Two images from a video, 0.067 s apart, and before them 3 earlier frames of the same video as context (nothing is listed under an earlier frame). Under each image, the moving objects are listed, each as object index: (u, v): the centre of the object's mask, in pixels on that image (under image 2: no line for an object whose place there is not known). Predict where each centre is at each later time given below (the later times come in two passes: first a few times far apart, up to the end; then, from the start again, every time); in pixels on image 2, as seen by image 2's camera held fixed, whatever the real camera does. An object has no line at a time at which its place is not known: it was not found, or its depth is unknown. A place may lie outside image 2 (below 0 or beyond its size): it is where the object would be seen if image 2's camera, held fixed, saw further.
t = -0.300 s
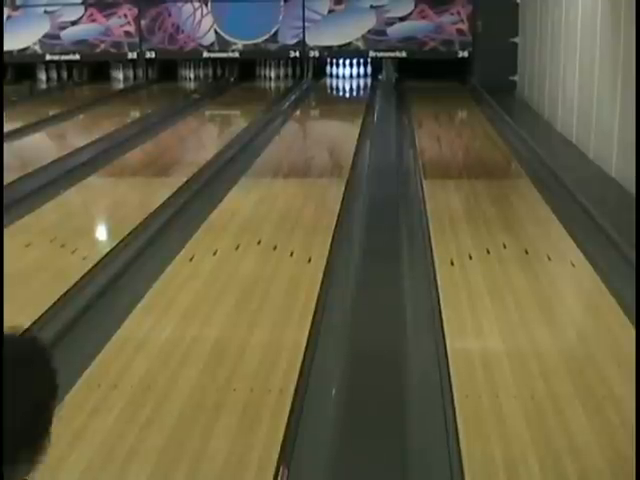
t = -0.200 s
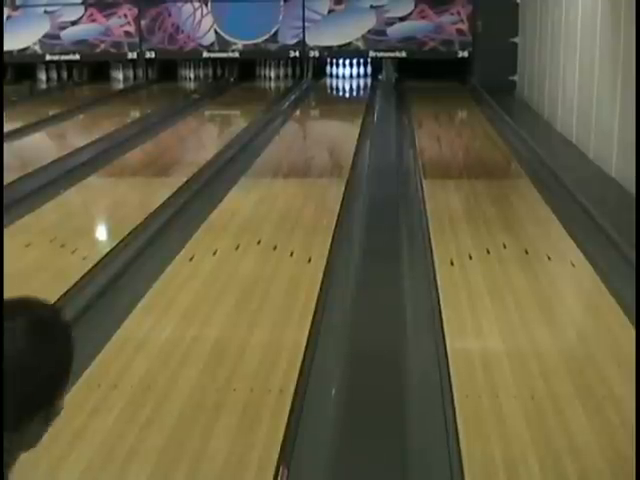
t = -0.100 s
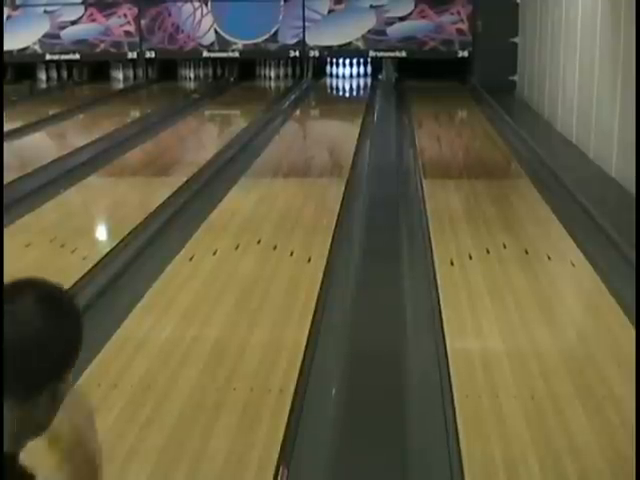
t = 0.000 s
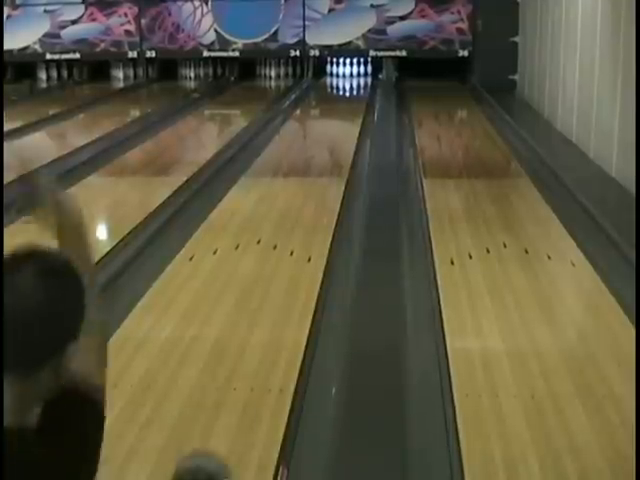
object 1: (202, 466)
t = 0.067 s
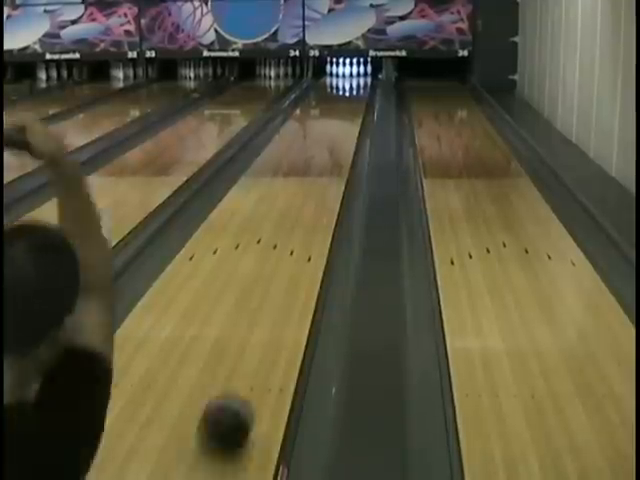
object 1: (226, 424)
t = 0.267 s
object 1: (276, 304)
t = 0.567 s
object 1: (315, 212)
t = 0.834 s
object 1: (332, 169)
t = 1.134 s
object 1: (344, 136)
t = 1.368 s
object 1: (349, 120)
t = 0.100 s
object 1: (237, 398)
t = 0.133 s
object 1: (247, 376)
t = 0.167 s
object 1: (254, 355)
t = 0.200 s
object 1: (263, 336)
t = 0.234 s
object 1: (270, 319)
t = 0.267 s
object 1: (276, 304)
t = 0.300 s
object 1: (282, 290)
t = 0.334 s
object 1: (288, 277)
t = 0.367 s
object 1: (292, 266)
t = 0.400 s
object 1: (297, 255)
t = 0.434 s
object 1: (301, 245)
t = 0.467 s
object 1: (305, 236)
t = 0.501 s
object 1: (309, 228)
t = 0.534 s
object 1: (312, 219)
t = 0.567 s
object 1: (315, 212)
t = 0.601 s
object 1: (318, 205)
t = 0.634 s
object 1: (320, 199)
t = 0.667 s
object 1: (323, 193)
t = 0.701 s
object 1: (325, 189)
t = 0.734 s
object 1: (327, 183)
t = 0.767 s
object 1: (329, 178)
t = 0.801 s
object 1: (331, 173)
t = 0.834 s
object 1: (332, 169)
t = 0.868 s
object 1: (334, 164)
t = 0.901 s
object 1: (335, 161)
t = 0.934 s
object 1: (336, 157)
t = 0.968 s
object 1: (337, 155)
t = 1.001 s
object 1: (339, 149)
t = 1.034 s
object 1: (340, 146)
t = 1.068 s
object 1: (342, 143)
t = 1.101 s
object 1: (343, 139)
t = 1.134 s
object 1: (344, 136)
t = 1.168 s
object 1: (345, 133)
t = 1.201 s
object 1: (346, 130)
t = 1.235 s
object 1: (346, 128)
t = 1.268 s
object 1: (347, 126)
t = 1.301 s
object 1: (348, 124)
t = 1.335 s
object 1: (349, 122)
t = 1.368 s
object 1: (349, 120)
